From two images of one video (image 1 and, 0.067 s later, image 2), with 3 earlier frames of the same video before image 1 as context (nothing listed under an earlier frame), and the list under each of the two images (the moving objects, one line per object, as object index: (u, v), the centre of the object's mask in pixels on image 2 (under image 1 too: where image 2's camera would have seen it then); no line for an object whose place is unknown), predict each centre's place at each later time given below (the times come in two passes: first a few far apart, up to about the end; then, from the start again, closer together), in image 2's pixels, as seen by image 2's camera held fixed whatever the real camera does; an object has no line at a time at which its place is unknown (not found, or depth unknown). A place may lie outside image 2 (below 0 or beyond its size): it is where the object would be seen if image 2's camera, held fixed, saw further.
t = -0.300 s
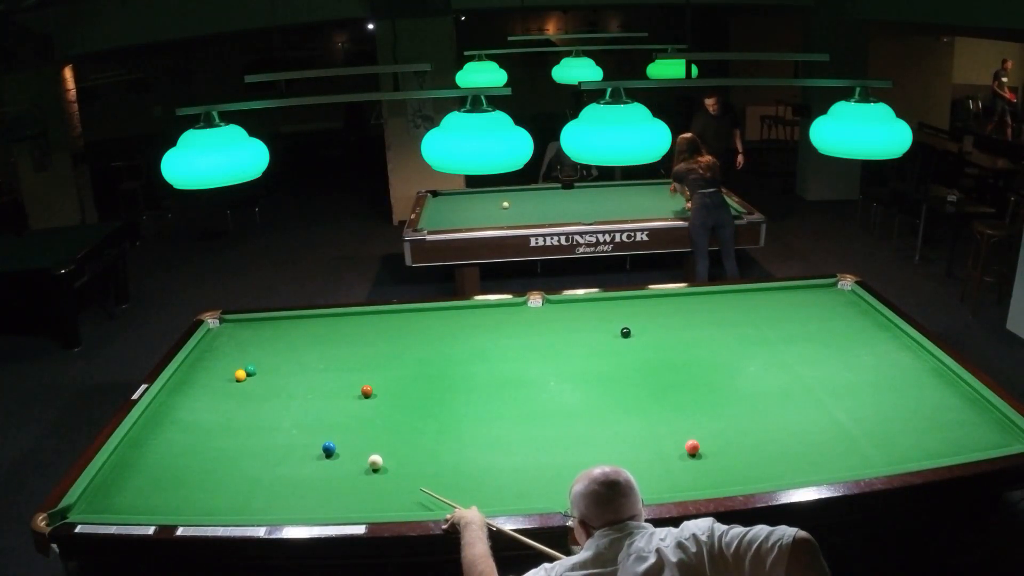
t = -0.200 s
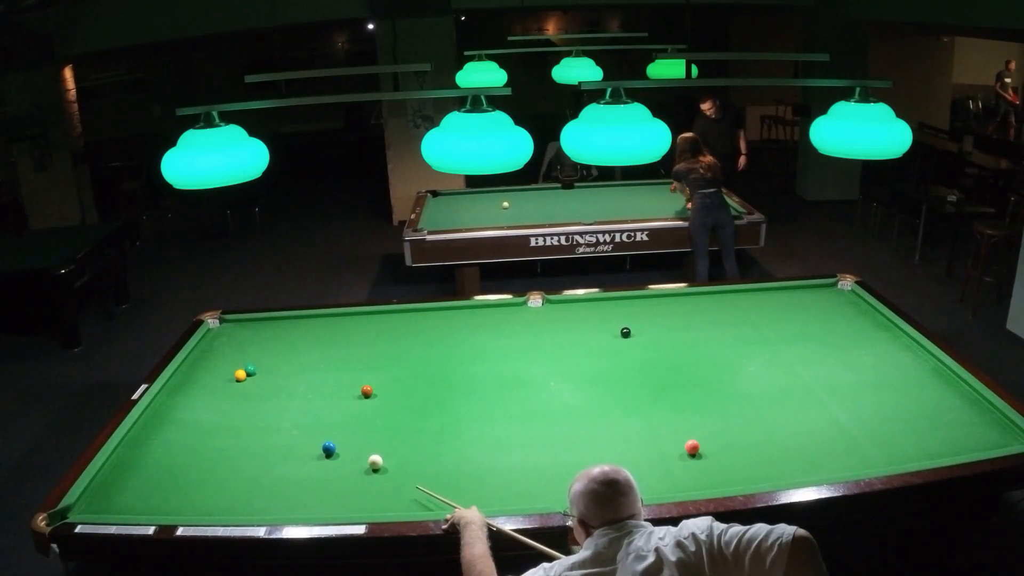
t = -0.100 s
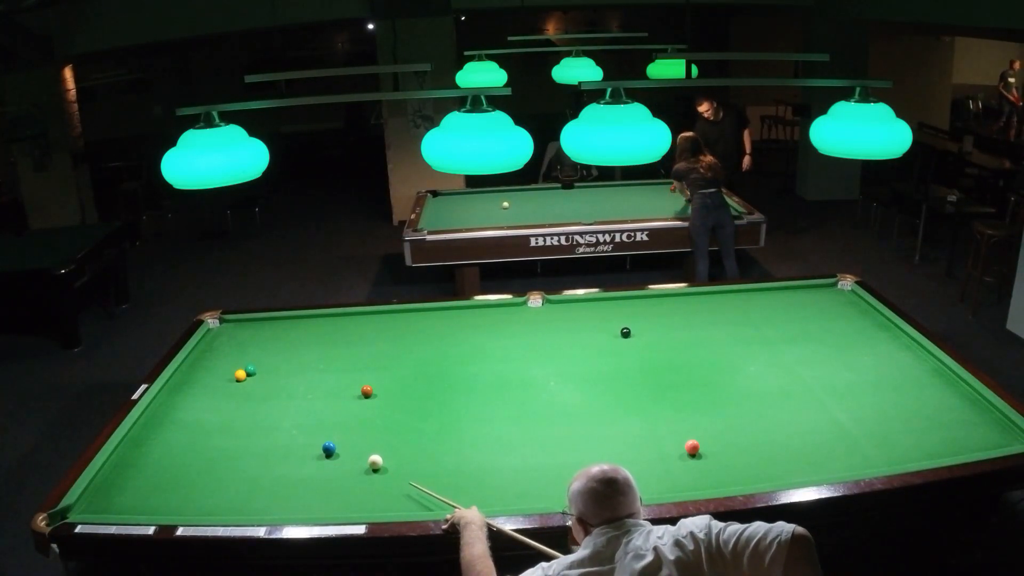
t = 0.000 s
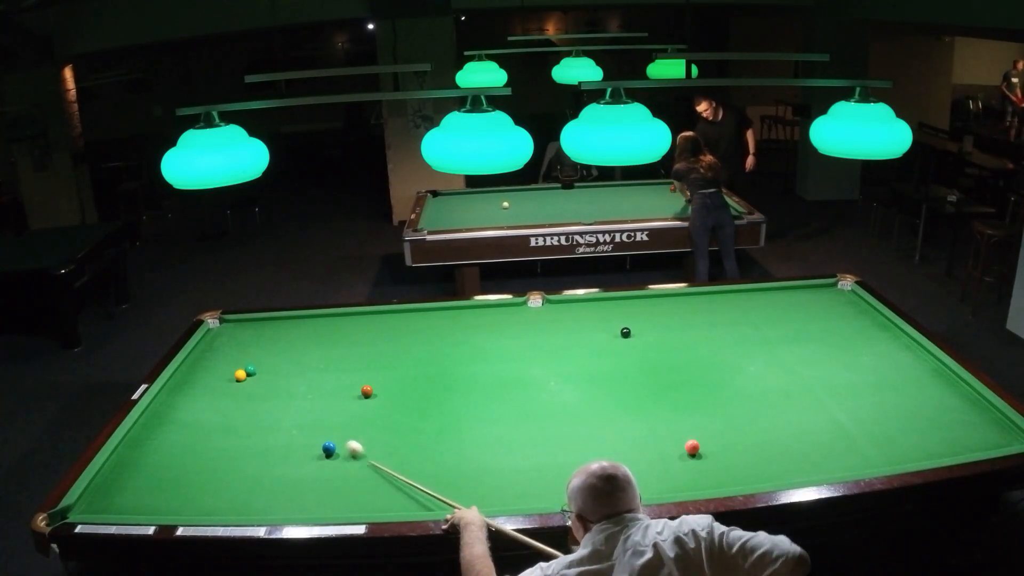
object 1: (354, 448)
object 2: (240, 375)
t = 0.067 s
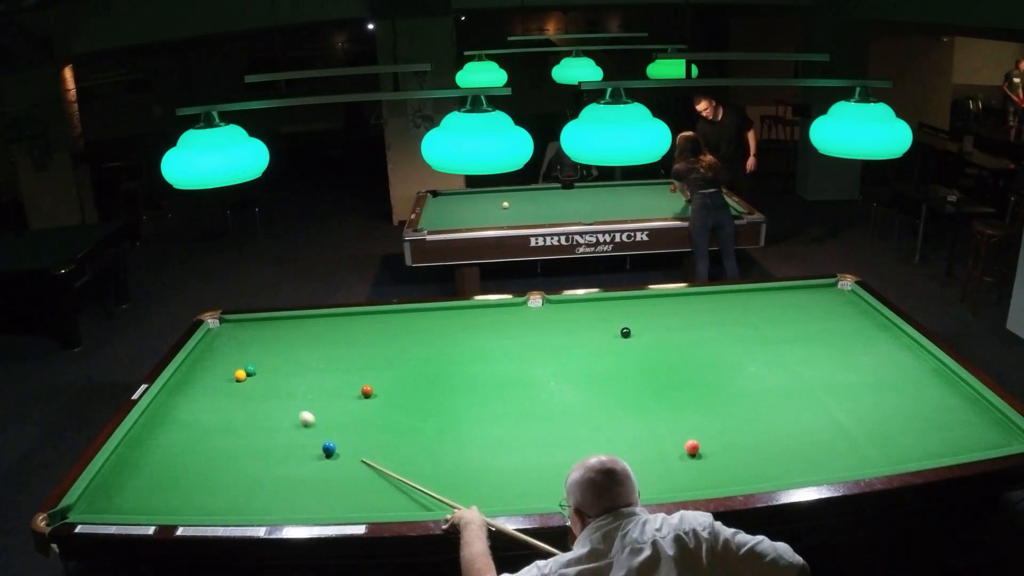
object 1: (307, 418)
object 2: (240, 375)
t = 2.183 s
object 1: (266, 370)
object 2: (928, 384)
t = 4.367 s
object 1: (266, 369)
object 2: (459, 386)
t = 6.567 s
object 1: (266, 369)
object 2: (266, 319)
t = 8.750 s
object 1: (266, 369)
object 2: (384, 335)
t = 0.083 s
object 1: (296, 411)
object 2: (240, 375)
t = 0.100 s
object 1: (286, 405)
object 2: (240, 375)
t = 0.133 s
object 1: (268, 393)
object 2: (240, 375)
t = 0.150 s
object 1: (260, 388)
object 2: (240, 375)
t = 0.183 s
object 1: (246, 379)
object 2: (238, 374)
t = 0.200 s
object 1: (246, 378)
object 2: (232, 370)
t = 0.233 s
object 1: (247, 378)
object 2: (218, 362)
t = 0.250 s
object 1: (247, 378)
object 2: (211, 358)
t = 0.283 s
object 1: (248, 377)
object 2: (200, 351)
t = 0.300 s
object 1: (248, 377)
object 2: (197, 348)
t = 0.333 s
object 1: (249, 377)
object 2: (213, 343)
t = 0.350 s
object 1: (250, 377)
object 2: (221, 341)
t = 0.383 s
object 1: (251, 376)
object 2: (237, 337)
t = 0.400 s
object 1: (251, 376)
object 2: (244, 335)
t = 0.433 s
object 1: (252, 376)
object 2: (259, 331)
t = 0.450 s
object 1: (252, 376)
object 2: (266, 329)
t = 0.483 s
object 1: (253, 375)
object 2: (279, 326)
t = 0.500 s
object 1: (253, 375)
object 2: (286, 324)
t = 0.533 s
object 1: (254, 375)
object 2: (299, 321)
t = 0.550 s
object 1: (254, 375)
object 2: (305, 319)
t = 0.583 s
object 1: (255, 374)
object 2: (317, 316)
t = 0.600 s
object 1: (255, 374)
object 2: (321, 317)
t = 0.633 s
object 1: (256, 374)
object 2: (332, 318)
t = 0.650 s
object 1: (256, 374)
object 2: (337, 319)
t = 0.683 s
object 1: (257, 374)
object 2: (348, 320)
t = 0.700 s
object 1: (257, 374)
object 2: (353, 321)
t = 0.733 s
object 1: (258, 373)
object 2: (364, 322)
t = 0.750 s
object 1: (258, 373)
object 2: (369, 323)
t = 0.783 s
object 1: (259, 373)
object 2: (380, 324)
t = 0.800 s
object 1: (259, 373)
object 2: (385, 325)
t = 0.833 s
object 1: (259, 372)
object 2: (396, 326)
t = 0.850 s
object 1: (260, 372)
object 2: (402, 327)
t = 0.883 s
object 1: (260, 372)
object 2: (414, 328)
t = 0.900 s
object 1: (260, 372)
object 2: (419, 329)
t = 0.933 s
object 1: (261, 372)
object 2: (431, 330)
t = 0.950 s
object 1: (261, 372)
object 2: (436, 331)
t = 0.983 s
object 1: (262, 372)
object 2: (448, 333)
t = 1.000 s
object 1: (262, 372)
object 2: (454, 333)
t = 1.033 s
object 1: (262, 371)
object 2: (466, 335)
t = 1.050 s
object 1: (262, 371)
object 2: (472, 335)
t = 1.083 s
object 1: (263, 371)
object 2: (484, 337)
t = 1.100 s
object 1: (263, 371)
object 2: (491, 338)
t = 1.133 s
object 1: (263, 371)
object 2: (503, 339)
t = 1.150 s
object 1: (263, 371)
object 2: (509, 340)
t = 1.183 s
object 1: (264, 371)
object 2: (522, 341)
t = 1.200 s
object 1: (264, 370)
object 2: (528, 342)
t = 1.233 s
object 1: (264, 370)
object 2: (541, 344)
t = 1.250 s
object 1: (264, 370)
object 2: (548, 344)
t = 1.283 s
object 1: (264, 370)
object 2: (561, 346)
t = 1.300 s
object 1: (265, 370)
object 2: (567, 347)
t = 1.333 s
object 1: (265, 370)
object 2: (581, 348)
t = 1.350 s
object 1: (265, 370)
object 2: (587, 349)
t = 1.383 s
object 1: (265, 370)
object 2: (600, 350)
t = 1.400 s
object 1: (265, 370)
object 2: (607, 351)
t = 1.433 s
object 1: (266, 370)
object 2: (621, 353)
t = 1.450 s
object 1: (266, 370)
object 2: (627, 354)
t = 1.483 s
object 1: (266, 370)
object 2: (641, 355)
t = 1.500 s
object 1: (266, 370)
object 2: (648, 356)
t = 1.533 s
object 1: (266, 370)
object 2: (661, 357)
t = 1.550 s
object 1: (266, 370)
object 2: (668, 358)
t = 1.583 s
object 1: (266, 369)
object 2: (682, 359)
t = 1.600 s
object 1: (266, 369)
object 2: (689, 360)
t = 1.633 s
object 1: (266, 369)
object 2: (703, 361)
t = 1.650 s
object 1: (266, 369)
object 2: (710, 362)
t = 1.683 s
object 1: (266, 369)
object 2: (724, 364)
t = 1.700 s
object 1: (266, 369)
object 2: (731, 365)
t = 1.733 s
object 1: (266, 369)
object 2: (745, 366)
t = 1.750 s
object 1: (266, 369)
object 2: (752, 366)
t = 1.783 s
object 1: (266, 369)
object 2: (766, 368)
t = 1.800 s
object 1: (266, 369)
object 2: (773, 369)
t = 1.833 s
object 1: (266, 369)
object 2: (787, 370)
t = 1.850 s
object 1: (266, 369)
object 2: (794, 371)
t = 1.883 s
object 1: (266, 369)
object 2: (808, 372)
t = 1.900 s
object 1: (266, 369)
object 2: (815, 373)
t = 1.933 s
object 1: (266, 369)
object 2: (829, 374)
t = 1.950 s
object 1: (266, 369)
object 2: (836, 375)
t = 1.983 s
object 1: (266, 369)
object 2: (850, 377)
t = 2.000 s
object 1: (266, 369)
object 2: (857, 377)
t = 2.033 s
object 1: (266, 369)
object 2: (870, 379)
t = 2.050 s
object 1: (266, 369)
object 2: (877, 379)
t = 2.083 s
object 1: (266, 369)
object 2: (887, 381)
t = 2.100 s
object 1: (266, 369)
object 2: (894, 381)
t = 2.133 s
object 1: (266, 369)
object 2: (908, 382)
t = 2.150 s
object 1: (266, 369)
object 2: (915, 383)
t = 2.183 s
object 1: (266, 370)
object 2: (928, 384)
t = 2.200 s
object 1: (266, 369)
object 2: (935, 385)
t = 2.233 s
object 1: (266, 370)
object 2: (948, 386)
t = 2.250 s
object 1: (266, 369)
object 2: (955, 387)
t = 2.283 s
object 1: (266, 369)
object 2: (968, 388)
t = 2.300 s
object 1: (266, 369)
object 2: (967, 390)
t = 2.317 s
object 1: (266, 369)
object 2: (965, 392)
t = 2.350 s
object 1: (266, 369)
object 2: (960, 396)
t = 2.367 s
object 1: (266, 369)
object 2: (957, 398)
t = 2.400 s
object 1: (266, 369)
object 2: (953, 403)
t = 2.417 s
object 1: (266, 369)
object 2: (950, 405)
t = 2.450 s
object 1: (266, 369)
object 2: (946, 409)
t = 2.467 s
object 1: (266, 369)
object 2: (943, 411)
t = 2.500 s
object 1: (266, 369)
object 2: (938, 416)
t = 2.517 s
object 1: (266, 369)
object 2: (936, 418)
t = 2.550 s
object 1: (266, 370)
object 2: (931, 423)
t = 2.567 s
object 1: (266, 369)
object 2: (928, 425)
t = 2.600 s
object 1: (266, 369)
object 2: (923, 430)
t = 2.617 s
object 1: (266, 369)
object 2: (920, 433)
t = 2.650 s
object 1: (266, 369)
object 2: (915, 437)
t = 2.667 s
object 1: (266, 369)
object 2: (912, 440)
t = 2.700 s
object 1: (266, 369)
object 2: (907, 445)
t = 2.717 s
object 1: (266, 369)
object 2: (903, 448)
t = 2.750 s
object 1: (266, 369)
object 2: (898, 453)
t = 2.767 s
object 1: (266, 369)
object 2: (895, 456)
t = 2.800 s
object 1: (266, 369)
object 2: (888, 460)
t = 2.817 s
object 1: (266, 369)
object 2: (885, 462)
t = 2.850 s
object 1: (266, 369)
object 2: (876, 463)
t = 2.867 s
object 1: (266, 369)
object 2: (871, 463)
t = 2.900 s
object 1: (266, 369)
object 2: (859, 462)
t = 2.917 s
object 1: (266, 369)
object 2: (853, 462)
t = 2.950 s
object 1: (266, 369)
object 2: (843, 460)
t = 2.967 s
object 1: (266, 369)
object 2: (838, 459)
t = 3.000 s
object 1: (266, 369)
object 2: (831, 458)
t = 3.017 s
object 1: (266, 369)
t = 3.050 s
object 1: (266, 369)
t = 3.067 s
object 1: (266, 369)
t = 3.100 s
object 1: (266, 369)
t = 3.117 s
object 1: (266, 369)
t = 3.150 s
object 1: (266, 369)
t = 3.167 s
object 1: (266, 369)
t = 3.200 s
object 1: (266, 369)
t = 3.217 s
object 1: (266, 369)
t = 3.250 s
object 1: (266, 369)
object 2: (747, 443)
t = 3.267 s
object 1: (266, 369)
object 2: (743, 442)
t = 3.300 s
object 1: (266, 369)
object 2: (733, 441)
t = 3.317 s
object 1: (266, 369)
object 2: (728, 440)
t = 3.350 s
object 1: (266, 369)
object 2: (718, 438)
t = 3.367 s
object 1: (266, 369)
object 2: (713, 437)
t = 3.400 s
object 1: (266, 369)
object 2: (702, 435)
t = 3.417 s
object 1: (266, 369)
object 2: (698, 434)
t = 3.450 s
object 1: (266, 369)
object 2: (688, 432)
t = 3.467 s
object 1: (266, 369)
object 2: (683, 431)
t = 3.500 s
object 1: (266, 369)
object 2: (674, 429)
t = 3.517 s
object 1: (266, 369)
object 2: (668, 428)
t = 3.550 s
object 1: (266, 369)
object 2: (659, 427)
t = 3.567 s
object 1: (266, 369)
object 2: (654, 426)
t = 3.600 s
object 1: (266, 369)
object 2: (645, 424)
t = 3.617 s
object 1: (266, 369)
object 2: (641, 423)
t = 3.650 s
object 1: (266, 369)
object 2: (631, 421)
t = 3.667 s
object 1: (266, 369)
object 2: (626, 420)
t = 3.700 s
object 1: (266, 369)
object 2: (618, 419)
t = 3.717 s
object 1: (266, 369)
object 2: (613, 418)
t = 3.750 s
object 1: (266, 369)
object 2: (604, 416)
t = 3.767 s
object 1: (266, 369)
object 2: (600, 414)
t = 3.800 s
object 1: (266, 369)
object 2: (590, 414)
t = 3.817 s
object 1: (266, 369)
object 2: (587, 412)
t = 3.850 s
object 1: (266, 369)
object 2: (578, 411)
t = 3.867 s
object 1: (266, 369)
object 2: (574, 410)
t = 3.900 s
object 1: (266, 369)
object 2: (565, 409)
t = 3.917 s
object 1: (266, 369)
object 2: (562, 408)
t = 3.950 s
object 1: (266, 369)
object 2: (553, 406)
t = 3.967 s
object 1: (266, 369)
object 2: (549, 405)
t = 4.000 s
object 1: (266, 369)
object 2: (541, 403)
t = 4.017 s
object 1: (266, 369)
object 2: (537, 403)
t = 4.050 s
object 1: (266, 369)
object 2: (529, 401)
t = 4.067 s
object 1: (266, 369)
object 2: (525, 400)
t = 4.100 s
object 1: (266, 369)
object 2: (517, 399)
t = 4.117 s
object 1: (266, 369)
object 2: (514, 398)
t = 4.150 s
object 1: (266, 369)
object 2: (506, 396)
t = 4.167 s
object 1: (266, 369)
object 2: (502, 395)
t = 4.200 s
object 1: (266, 369)
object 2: (495, 394)
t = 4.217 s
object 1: (266, 369)
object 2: (491, 393)
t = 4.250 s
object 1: (266, 369)
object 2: (484, 392)
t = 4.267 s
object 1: (266, 369)
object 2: (480, 391)
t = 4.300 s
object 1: (266, 369)
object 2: (473, 389)
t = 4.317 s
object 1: (266, 369)
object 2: (469, 388)
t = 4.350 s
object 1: (266, 369)
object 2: (462, 387)
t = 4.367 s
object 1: (266, 369)
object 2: (459, 386)
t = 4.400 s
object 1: (266, 369)
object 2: (452, 385)
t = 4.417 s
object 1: (266, 369)
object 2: (448, 384)
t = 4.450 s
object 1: (266, 369)
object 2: (442, 383)
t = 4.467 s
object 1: (266, 369)
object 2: (438, 382)
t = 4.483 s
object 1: (266, 369)
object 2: (435, 382)
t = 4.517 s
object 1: (266, 369)
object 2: (429, 380)
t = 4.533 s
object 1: (266, 369)
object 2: (425, 379)
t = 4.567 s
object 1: (266, 369)
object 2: (419, 378)
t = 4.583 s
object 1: (266, 369)
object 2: (416, 377)
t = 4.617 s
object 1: (266, 369)
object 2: (409, 376)
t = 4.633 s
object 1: (266, 369)
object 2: (406, 375)
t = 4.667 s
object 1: (266, 369)
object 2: (400, 374)
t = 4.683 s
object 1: (266, 369)
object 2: (397, 373)
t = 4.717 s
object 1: (266, 369)
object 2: (391, 372)
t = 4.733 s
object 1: (266, 369)
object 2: (388, 372)
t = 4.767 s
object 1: (266, 369)
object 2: (382, 370)
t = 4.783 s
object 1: (266, 369)
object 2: (379, 370)
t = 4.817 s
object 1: (266, 369)
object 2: (374, 368)
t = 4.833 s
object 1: (266, 369)
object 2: (371, 368)
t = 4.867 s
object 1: (266, 369)
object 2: (365, 366)
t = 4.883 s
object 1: (266, 369)
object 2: (362, 366)
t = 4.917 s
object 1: (266, 369)
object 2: (357, 365)
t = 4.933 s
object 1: (266, 369)
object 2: (354, 364)
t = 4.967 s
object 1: (266, 369)
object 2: (348, 363)
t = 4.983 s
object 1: (266, 369)
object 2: (346, 363)
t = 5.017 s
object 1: (266, 369)
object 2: (341, 361)
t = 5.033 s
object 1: (266, 369)
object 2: (338, 361)
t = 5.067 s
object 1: (266, 369)
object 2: (333, 360)
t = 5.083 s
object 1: (266, 369)
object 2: (330, 359)
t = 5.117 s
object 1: (266, 369)
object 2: (325, 358)
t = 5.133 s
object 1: (266, 369)
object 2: (322, 357)
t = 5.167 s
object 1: (266, 369)
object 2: (318, 356)
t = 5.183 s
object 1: (266, 369)
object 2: (315, 356)
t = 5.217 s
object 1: (266, 369)
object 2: (310, 355)
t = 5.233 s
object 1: (266, 369)
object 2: (308, 354)
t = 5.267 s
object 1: (266, 369)
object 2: (303, 353)
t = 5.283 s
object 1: (266, 369)
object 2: (301, 353)
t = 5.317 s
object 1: (266, 369)
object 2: (297, 352)
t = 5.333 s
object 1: (266, 369)
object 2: (294, 351)
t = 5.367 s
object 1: (266, 369)
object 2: (289, 350)
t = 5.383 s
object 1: (266, 369)
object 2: (287, 350)
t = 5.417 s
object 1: (266, 369)
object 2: (283, 349)
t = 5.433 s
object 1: (266, 369)
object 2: (280, 348)
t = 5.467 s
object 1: (266, 369)
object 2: (276, 347)
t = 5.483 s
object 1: (266, 369)
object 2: (274, 347)
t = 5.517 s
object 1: (266, 369)
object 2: (270, 346)
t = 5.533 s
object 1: (266, 369)
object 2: (268, 345)
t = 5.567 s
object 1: (266, 369)
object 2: (264, 344)
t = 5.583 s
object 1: (266, 369)
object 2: (261, 344)
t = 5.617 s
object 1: (266, 369)
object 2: (257, 343)
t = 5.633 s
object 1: (266, 369)
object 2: (255, 343)
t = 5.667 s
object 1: (266, 369)
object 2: (251, 342)
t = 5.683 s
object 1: (266, 369)
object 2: (249, 341)
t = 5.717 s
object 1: (266, 369)
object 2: (246, 340)
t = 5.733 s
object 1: (266, 369)
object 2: (244, 340)
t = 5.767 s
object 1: (266, 369)
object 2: (239, 339)
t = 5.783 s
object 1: (266, 369)
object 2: (237, 339)
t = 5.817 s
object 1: (266, 369)
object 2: (234, 338)
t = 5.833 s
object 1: (266, 369)
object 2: (232, 337)
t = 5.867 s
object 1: (266, 369)
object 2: (229, 337)
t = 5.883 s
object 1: (266, 369)
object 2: (226, 336)
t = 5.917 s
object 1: (266, 369)
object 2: (223, 335)
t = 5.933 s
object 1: (266, 369)
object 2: (221, 335)
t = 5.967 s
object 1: (266, 369)
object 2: (218, 334)
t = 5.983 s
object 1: (266, 369)
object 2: (216, 334)
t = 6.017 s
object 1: (266, 369)
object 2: (212, 333)
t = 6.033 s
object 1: (266, 369)
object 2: (210, 333)
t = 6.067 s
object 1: (266, 369)
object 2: (211, 332)
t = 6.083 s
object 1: (266, 369)
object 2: (213, 331)
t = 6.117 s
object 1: (266, 369)
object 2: (217, 330)
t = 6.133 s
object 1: (266, 369)
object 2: (219, 330)
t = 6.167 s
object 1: (266, 369)
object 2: (223, 329)
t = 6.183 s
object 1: (266, 369)
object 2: (225, 329)
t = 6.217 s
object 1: (266, 369)
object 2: (228, 328)
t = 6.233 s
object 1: (266, 369)
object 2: (230, 327)
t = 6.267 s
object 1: (266, 369)
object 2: (234, 326)
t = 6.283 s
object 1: (266, 369)
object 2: (236, 326)
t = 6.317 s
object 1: (266, 369)
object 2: (240, 325)
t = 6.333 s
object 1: (266, 369)
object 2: (242, 325)
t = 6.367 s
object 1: (266, 369)
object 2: (246, 323)
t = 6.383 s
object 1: (266, 369)
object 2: (248, 323)
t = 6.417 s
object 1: (266, 369)
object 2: (251, 322)
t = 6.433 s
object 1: (266, 369)
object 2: (253, 322)
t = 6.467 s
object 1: (266, 369)
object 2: (257, 321)
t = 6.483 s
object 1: (266, 369)
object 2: (258, 321)
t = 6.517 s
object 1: (266, 369)
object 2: (262, 320)
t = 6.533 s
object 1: (266, 369)
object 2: (264, 319)
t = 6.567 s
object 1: (266, 369)
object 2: (266, 319)
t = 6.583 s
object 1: (266, 369)
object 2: (267, 320)
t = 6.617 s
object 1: (266, 369)
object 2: (269, 320)
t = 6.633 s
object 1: (266, 369)
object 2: (271, 320)
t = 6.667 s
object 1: (266, 369)
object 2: (273, 320)
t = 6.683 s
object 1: (266, 369)
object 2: (274, 320)
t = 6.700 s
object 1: (266, 369)
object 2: (275, 320)
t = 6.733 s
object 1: (266, 369)
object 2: (277, 321)
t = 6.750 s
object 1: (266, 369)
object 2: (278, 321)
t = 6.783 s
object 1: (266, 369)
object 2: (280, 321)
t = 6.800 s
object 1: (266, 369)
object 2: (281, 321)
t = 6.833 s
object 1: (266, 369)
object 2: (283, 322)
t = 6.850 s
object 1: (266, 369)
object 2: (284, 322)
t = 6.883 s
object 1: (266, 369)
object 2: (286, 322)
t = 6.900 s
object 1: (266, 369)
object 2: (287, 322)
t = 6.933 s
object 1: (266, 369)
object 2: (289, 322)
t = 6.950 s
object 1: (266, 369)
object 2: (290, 322)
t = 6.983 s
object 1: (266, 369)
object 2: (292, 323)
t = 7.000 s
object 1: (266, 369)
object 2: (293, 323)
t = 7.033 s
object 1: (266, 369)
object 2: (296, 323)
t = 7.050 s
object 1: (266, 369)
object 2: (297, 323)
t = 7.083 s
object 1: (266, 369)
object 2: (299, 323)
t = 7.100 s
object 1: (266, 369)
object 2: (300, 324)
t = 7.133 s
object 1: (266, 369)
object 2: (302, 324)
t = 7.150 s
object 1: (266, 369)
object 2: (302, 324)
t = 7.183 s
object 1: (266, 369)
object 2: (304, 324)
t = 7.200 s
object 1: (266, 369)
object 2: (306, 324)
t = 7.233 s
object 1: (266, 369)
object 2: (307, 324)
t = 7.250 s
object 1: (266, 369)
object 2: (308, 325)
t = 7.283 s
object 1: (266, 369)
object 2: (310, 325)
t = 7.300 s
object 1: (266, 369)
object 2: (311, 325)
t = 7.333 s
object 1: (266, 369)
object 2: (313, 325)
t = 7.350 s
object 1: (266, 370)
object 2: (314, 325)
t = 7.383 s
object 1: (266, 370)
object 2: (316, 326)
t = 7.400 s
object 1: (266, 370)
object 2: (317, 326)
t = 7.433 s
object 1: (266, 370)
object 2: (319, 326)
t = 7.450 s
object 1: (266, 370)
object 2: (320, 326)
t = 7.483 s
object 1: (266, 370)
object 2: (322, 326)
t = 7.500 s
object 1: (266, 370)
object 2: (323, 327)
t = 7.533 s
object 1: (266, 370)
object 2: (325, 327)
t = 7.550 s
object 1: (266, 370)
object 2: (325, 327)
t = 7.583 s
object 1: (266, 370)
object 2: (327, 327)
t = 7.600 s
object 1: (266, 370)
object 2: (328, 328)
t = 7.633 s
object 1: (266, 370)
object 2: (330, 328)
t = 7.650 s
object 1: (266, 370)
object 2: (331, 328)
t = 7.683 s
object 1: (266, 370)
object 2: (333, 328)
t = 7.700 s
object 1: (266, 369)
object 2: (334, 328)
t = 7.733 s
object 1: (266, 370)
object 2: (335, 328)
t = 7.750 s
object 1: (266, 370)
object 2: (336, 328)
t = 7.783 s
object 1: (266, 370)
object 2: (338, 329)
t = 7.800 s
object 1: (266, 370)
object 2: (339, 329)
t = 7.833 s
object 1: (266, 370)
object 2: (341, 329)
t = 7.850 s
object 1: (266, 370)
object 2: (342, 329)
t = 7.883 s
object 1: (266, 370)
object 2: (343, 330)
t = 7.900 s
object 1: (266, 370)
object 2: (344, 329)
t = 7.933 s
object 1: (266, 370)
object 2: (346, 330)
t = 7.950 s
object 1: (266, 370)
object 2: (347, 330)
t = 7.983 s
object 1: (266, 370)
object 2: (349, 330)
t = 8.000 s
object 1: (266, 369)
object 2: (349, 330)
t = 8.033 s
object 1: (266, 369)
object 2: (351, 331)
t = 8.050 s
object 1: (266, 369)
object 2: (352, 330)
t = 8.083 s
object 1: (266, 369)
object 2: (353, 331)
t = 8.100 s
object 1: (266, 369)
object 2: (354, 331)
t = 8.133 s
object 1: (266, 369)
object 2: (356, 331)
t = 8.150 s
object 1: (266, 369)
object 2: (357, 331)
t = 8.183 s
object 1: (266, 370)
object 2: (358, 332)
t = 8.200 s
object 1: (266, 369)
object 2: (359, 332)
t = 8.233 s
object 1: (266, 370)
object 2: (361, 332)
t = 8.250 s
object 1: (266, 369)
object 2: (362, 332)
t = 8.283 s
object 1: (266, 369)
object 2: (363, 332)
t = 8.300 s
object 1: (266, 369)
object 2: (364, 332)
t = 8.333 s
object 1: (266, 369)
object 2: (366, 332)
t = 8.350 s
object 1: (266, 369)
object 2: (366, 333)
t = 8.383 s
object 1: (266, 369)
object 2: (368, 333)
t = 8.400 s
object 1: (266, 369)
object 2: (369, 333)
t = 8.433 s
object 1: (266, 369)
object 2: (370, 333)
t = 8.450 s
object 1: (266, 370)
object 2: (371, 333)
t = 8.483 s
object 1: (266, 369)
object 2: (373, 334)
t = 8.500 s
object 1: (266, 369)
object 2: (374, 334)
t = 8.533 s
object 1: (266, 369)
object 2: (375, 334)
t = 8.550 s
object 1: (266, 369)
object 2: (376, 334)
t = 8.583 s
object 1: (266, 370)
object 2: (377, 334)
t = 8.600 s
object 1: (266, 370)
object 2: (378, 334)
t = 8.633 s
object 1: (266, 369)
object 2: (379, 334)
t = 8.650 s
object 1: (266, 369)
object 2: (380, 334)
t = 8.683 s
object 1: (266, 369)
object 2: (382, 335)
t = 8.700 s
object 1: (266, 370)
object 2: (382, 335)
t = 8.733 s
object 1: (266, 369)
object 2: (384, 335)
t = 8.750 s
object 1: (266, 369)
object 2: (384, 335)
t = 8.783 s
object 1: (266, 370)
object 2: (386, 335)
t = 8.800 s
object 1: (266, 369)
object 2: (386, 335)
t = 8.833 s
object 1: (266, 369)
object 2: (388, 336)
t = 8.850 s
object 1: (266, 369)
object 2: (389, 336)
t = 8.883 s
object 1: (266, 369)
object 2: (390, 336)
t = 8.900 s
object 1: (266, 369)
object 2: (391, 336)
